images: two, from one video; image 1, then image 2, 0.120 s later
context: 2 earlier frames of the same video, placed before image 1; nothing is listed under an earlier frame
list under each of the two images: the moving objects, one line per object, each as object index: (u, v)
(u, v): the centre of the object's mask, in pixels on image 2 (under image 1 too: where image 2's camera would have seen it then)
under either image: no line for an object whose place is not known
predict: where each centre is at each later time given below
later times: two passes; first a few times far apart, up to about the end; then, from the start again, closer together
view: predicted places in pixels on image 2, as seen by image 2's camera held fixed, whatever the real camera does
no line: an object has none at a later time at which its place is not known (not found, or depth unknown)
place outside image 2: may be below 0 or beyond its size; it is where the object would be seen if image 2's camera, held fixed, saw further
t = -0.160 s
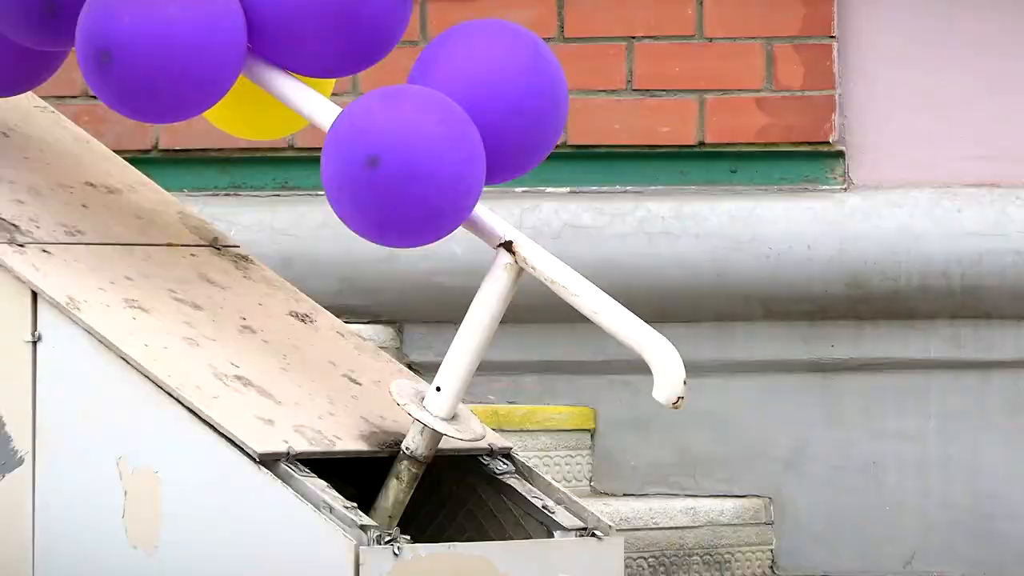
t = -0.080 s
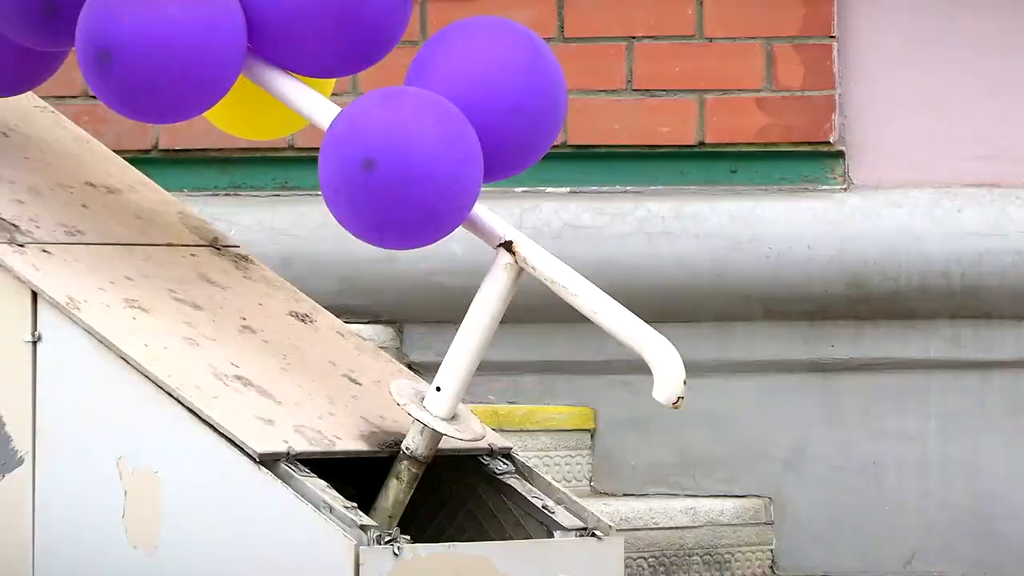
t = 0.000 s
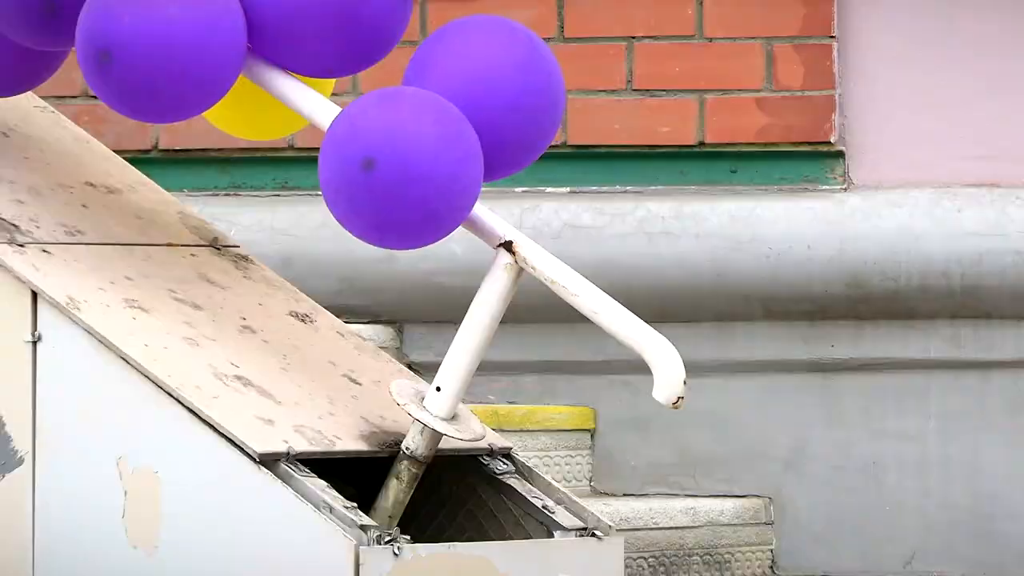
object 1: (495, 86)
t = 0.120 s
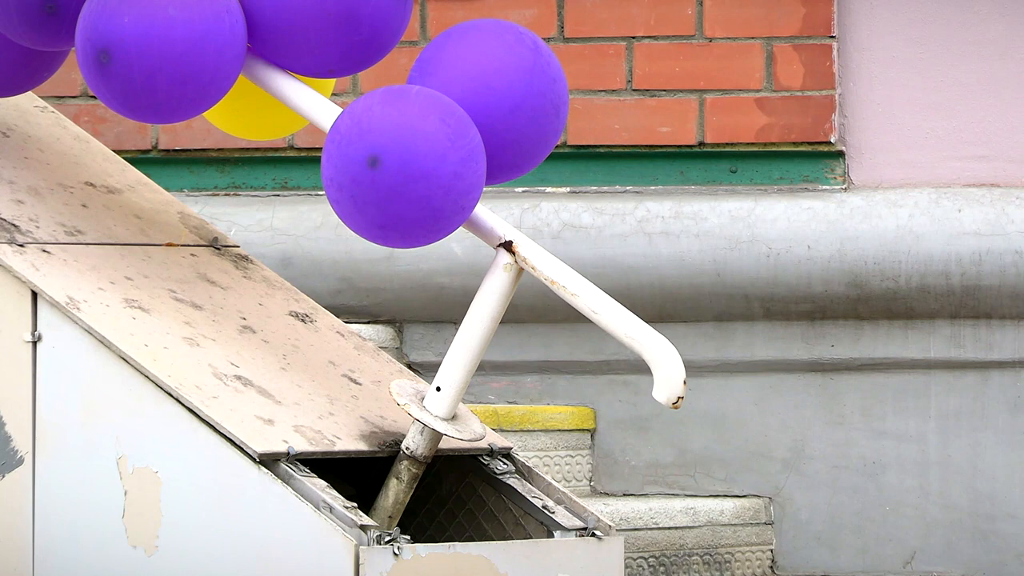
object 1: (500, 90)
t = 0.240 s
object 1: (499, 90)
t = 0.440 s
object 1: (498, 88)
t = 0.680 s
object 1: (497, 88)
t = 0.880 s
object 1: (502, 92)
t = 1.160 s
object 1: (497, 88)
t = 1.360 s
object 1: (498, 88)
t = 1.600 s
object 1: (495, 86)
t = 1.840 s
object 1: (492, 85)
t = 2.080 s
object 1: (498, 90)
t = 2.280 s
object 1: (497, 89)
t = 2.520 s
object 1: (494, 86)
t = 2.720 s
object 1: (504, 94)
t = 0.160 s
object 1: (501, 91)
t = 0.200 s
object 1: (500, 90)
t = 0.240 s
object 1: (499, 90)
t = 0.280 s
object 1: (497, 89)
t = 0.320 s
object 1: (496, 88)
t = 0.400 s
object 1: (496, 88)
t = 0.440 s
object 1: (498, 88)
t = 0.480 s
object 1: (501, 90)
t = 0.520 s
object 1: (502, 92)
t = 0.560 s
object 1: (503, 93)
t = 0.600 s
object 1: (501, 92)
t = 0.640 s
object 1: (499, 90)
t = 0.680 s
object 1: (497, 88)
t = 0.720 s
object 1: (497, 88)
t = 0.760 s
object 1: (497, 89)
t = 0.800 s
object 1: (499, 90)
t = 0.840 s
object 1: (501, 92)
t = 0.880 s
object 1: (502, 92)
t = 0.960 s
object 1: (501, 92)
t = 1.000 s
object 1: (499, 90)
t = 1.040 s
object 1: (496, 88)
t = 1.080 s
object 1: (495, 87)
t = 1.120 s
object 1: (495, 87)
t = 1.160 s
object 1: (497, 88)
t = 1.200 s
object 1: (499, 90)
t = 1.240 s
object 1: (501, 91)
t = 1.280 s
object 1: (502, 91)
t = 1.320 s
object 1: (500, 90)
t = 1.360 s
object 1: (498, 88)
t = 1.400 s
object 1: (495, 86)
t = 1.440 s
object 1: (494, 85)
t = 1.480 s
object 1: (493, 85)
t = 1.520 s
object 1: (494, 85)
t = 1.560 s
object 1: (495, 86)
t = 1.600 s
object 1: (495, 86)
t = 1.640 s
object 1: (495, 86)
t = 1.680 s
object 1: (494, 86)
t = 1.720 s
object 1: (493, 85)
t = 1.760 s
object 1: (493, 85)
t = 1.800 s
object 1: (492, 85)
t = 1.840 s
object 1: (492, 85)
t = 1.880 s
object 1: (493, 86)
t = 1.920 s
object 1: (496, 87)
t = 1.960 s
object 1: (499, 90)
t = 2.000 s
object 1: (501, 91)
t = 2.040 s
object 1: (500, 91)
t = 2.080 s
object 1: (498, 90)
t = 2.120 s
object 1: (495, 87)
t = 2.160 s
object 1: (492, 85)
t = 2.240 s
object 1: (494, 87)
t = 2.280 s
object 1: (497, 89)
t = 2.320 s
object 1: (500, 91)
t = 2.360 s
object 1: (502, 91)
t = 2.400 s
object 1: (502, 91)
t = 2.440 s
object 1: (500, 90)
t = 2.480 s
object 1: (497, 88)
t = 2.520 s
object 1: (494, 86)
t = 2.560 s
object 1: (491, 85)
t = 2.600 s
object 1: (492, 85)
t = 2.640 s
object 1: (495, 87)
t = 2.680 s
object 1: (499, 90)
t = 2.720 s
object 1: (504, 94)
